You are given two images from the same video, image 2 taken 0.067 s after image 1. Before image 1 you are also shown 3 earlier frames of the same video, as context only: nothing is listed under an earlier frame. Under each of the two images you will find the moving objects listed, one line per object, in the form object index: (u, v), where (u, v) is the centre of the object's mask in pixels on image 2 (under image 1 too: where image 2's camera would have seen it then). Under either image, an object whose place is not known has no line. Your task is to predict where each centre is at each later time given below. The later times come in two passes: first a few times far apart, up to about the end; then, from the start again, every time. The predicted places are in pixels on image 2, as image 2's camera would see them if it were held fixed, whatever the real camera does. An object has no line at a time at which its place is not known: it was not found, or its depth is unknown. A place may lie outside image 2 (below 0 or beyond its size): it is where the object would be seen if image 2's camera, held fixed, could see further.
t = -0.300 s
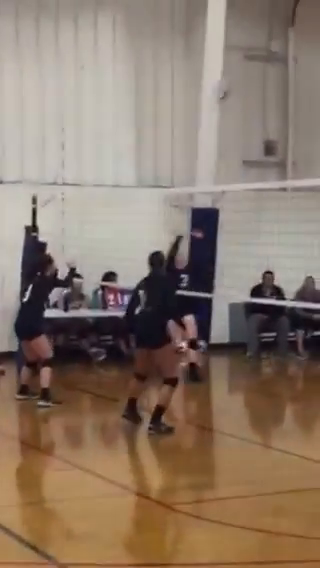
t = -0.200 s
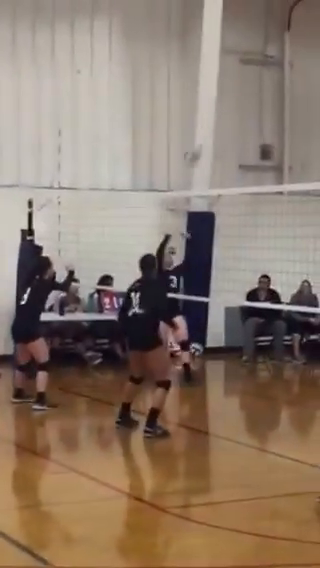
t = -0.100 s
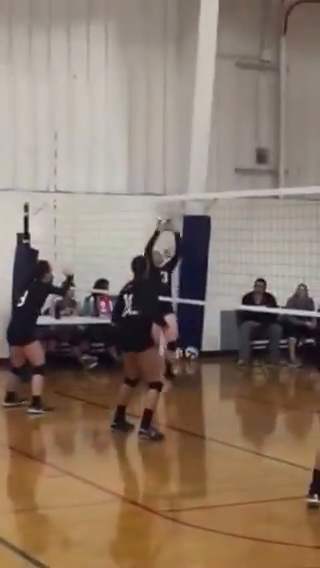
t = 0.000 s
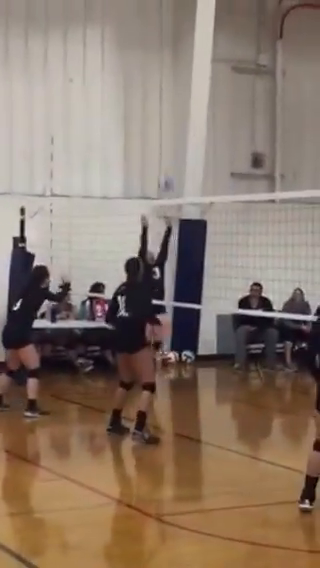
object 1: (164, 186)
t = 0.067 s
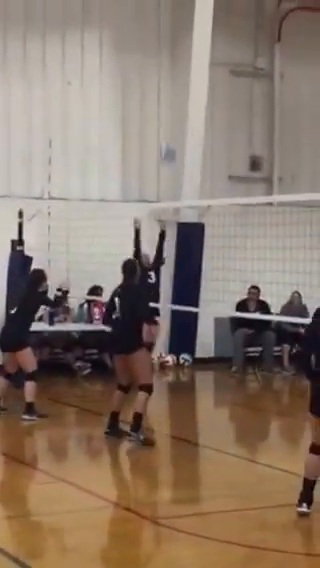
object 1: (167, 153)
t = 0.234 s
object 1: (180, 84)
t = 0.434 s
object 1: (196, 34)
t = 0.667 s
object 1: (213, 12)
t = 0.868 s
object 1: (226, 29)
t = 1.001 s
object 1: (233, 63)
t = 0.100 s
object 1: (169, 138)
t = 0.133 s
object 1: (173, 123)
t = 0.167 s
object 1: (175, 109)
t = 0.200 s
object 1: (178, 96)
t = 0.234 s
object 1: (180, 84)
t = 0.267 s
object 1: (183, 73)
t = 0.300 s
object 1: (185, 63)
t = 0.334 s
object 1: (187, 54)
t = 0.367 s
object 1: (191, 47)
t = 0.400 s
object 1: (192, 41)
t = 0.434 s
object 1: (196, 34)
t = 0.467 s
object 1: (198, 27)
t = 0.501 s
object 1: (200, 22)
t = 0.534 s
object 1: (203, 18)
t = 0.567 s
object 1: (205, 15)
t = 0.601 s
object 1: (206, 13)
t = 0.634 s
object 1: (210, 14)
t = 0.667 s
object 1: (213, 12)
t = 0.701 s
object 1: (215, 13)
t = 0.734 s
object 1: (217, 13)
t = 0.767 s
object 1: (221, 15)
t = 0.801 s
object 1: (222, 19)
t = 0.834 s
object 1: (224, 23)
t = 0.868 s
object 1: (226, 29)
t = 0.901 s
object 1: (229, 36)
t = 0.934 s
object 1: (231, 44)
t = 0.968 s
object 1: (232, 53)
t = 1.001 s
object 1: (233, 63)
